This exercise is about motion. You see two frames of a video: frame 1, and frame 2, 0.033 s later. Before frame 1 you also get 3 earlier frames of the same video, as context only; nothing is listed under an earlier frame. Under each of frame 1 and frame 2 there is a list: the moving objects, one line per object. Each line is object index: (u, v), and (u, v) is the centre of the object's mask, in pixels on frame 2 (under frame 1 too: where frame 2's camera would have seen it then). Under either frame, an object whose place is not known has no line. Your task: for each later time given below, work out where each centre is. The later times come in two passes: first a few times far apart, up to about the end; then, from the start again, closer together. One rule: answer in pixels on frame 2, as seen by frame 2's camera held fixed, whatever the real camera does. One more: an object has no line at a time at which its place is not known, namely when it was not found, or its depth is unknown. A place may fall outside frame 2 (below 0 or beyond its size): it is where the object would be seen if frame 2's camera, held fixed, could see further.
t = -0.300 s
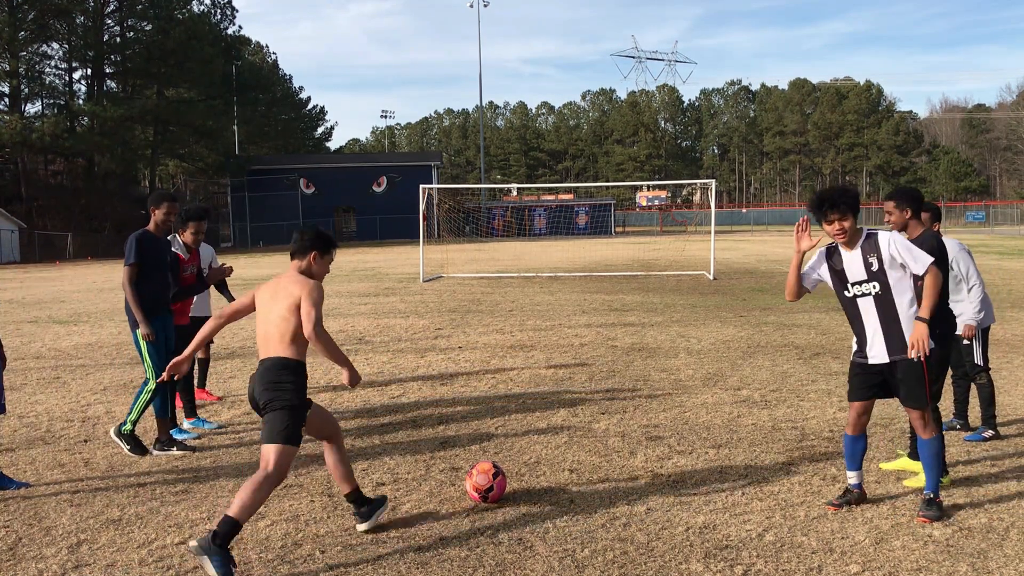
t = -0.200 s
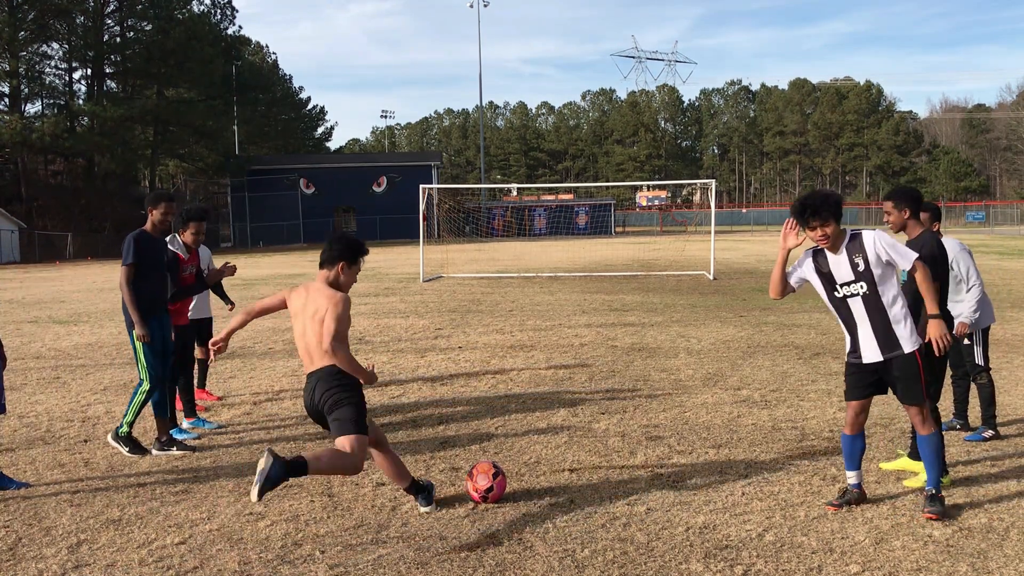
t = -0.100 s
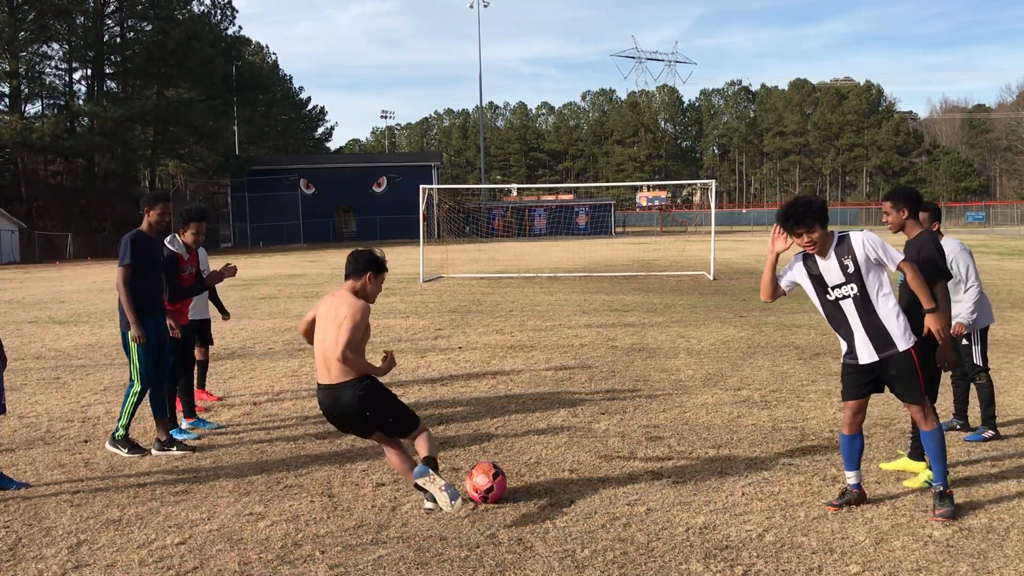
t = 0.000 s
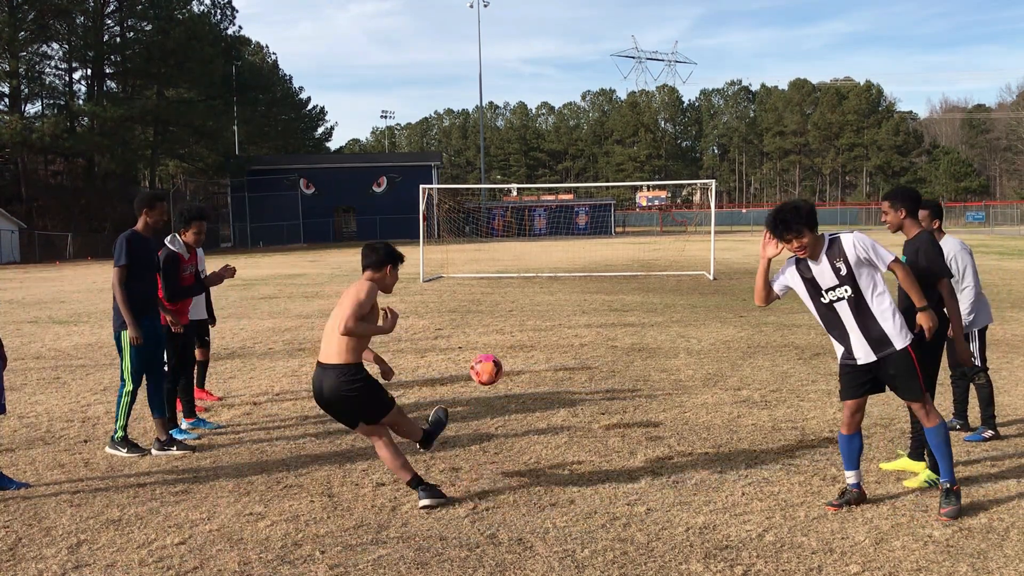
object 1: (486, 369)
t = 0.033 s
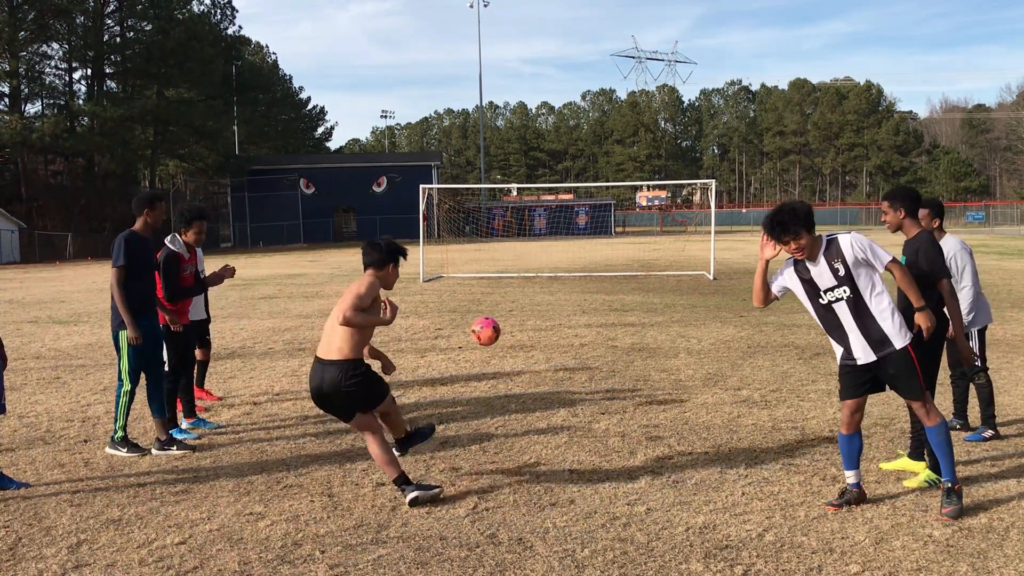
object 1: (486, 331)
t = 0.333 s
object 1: (486, 185)
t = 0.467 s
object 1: (484, 167)
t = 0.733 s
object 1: (479, 162)
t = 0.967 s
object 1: (474, 175)
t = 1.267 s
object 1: (460, 110)
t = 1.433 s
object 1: (451, 62)
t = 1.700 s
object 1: (434, 7)
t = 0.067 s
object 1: (485, 300)
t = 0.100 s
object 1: (485, 275)
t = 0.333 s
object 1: (486, 185)
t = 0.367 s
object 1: (485, 179)
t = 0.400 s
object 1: (485, 174)
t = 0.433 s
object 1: (485, 171)
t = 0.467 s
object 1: (484, 167)
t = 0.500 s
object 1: (483, 165)
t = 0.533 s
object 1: (483, 164)
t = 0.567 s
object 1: (482, 162)
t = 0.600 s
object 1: (481, 161)
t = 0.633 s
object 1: (481, 161)
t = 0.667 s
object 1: (480, 161)
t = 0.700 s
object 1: (480, 162)
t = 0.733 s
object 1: (479, 162)
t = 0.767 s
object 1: (478, 164)
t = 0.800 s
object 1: (477, 165)
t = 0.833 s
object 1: (477, 167)
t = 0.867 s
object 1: (476, 168)
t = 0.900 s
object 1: (475, 171)
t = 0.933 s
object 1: (475, 173)
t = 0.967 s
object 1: (474, 175)
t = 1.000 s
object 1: (473, 179)
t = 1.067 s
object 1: (472, 179)
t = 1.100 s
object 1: (470, 166)
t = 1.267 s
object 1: (460, 110)
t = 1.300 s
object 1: (458, 100)
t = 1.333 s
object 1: (457, 90)
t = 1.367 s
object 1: (455, 80)
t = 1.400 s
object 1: (453, 71)
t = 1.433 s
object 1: (451, 62)
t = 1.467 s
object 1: (448, 54)
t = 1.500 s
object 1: (446, 46)
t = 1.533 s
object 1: (444, 38)
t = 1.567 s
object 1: (443, 31)
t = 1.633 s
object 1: (438, 18)
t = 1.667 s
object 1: (436, 12)
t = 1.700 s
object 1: (434, 7)
